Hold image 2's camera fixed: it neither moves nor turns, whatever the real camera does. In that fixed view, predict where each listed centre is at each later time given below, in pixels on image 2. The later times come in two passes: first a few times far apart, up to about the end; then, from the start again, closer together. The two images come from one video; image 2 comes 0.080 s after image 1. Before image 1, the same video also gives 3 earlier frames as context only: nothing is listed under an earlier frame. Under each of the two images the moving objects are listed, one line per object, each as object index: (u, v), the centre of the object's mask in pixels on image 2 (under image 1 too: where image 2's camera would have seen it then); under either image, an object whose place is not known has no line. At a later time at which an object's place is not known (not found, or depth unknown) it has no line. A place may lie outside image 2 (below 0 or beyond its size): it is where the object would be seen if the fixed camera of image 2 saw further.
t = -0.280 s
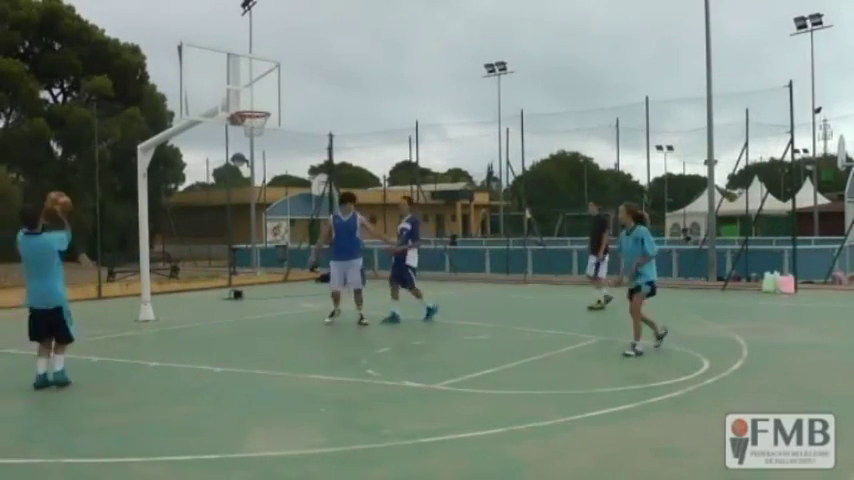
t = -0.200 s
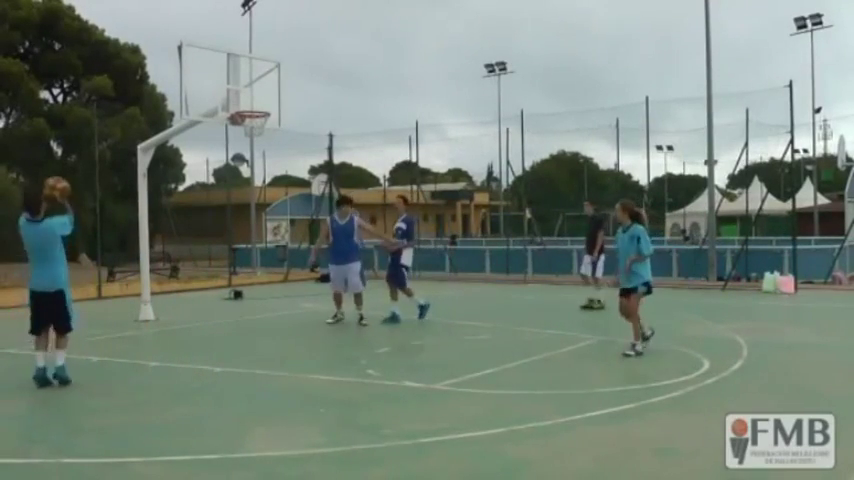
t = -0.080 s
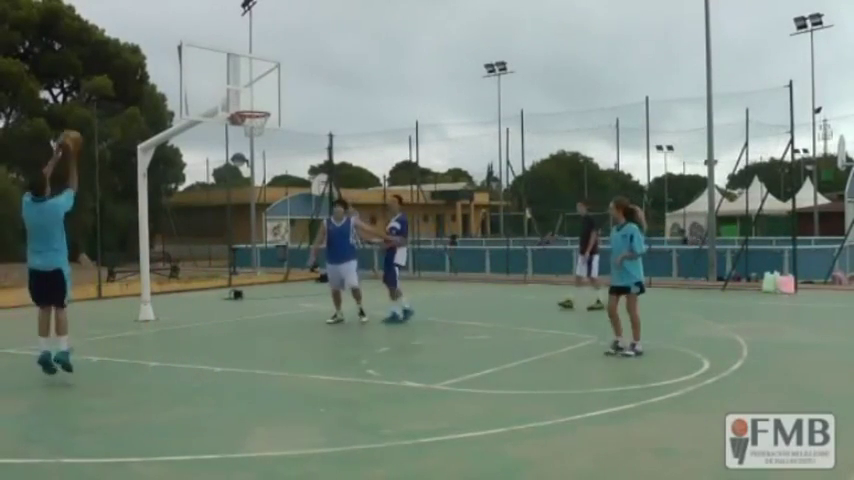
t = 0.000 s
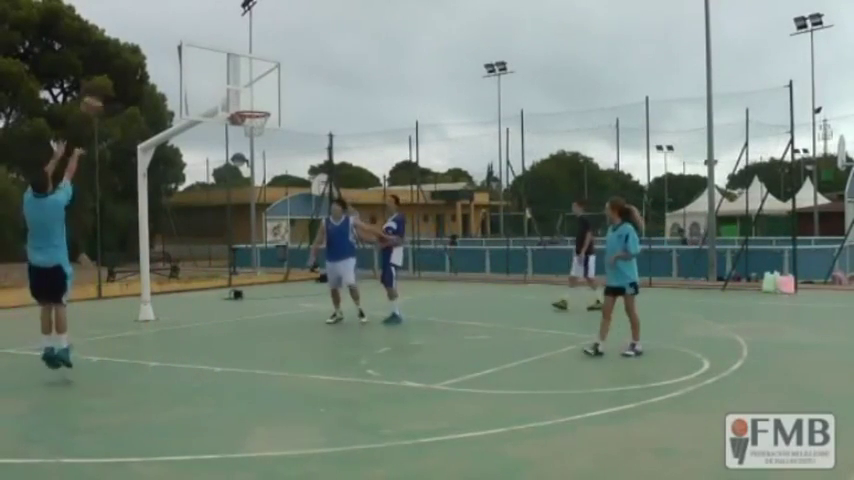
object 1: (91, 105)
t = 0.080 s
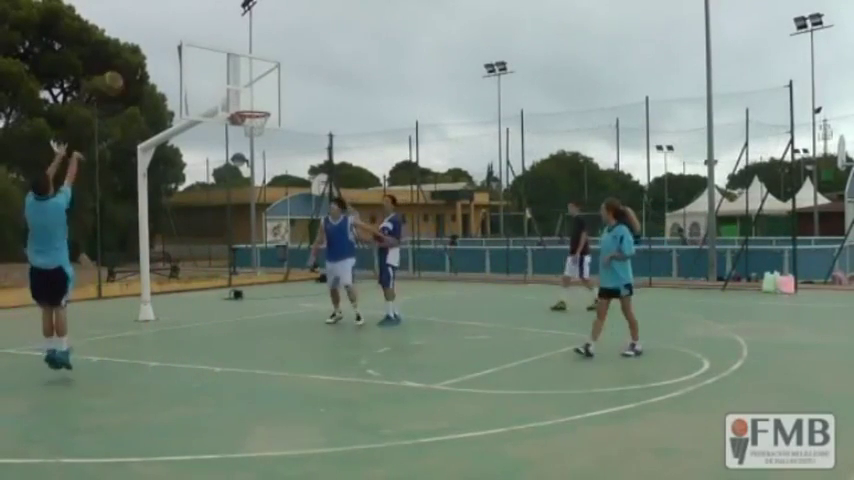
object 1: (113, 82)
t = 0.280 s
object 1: (156, 53)
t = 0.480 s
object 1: (192, 59)
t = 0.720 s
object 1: (236, 94)
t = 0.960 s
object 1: (251, 135)
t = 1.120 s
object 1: (246, 150)
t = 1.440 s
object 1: (236, 228)
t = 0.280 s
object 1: (156, 53)
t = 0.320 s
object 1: (163, 52)
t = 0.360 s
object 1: (171, 52)
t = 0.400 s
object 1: (179, 53)
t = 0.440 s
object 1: (185, 55)
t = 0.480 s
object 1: (192, 59)
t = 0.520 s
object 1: (199, 63)
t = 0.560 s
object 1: (205, 69)
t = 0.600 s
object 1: (211, 76)
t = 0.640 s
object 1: (217, 82)
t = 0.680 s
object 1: (227, 88)
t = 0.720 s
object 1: (236, 94)
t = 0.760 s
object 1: (246, 102)
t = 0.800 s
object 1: (256, 110)
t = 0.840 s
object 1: (261, 119)
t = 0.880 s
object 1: (257, 127)
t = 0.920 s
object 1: (253, 133)
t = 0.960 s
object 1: (251, 135)
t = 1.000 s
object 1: (249, 136)
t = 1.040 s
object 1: (248, 140)
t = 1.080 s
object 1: (247, 144)
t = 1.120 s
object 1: (246, 150)
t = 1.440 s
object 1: (236, 228)
